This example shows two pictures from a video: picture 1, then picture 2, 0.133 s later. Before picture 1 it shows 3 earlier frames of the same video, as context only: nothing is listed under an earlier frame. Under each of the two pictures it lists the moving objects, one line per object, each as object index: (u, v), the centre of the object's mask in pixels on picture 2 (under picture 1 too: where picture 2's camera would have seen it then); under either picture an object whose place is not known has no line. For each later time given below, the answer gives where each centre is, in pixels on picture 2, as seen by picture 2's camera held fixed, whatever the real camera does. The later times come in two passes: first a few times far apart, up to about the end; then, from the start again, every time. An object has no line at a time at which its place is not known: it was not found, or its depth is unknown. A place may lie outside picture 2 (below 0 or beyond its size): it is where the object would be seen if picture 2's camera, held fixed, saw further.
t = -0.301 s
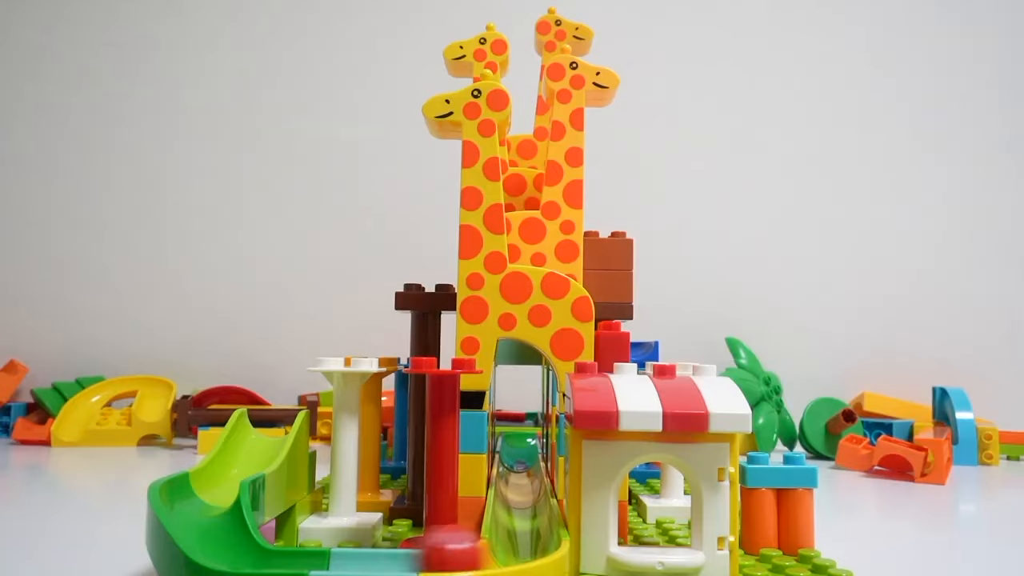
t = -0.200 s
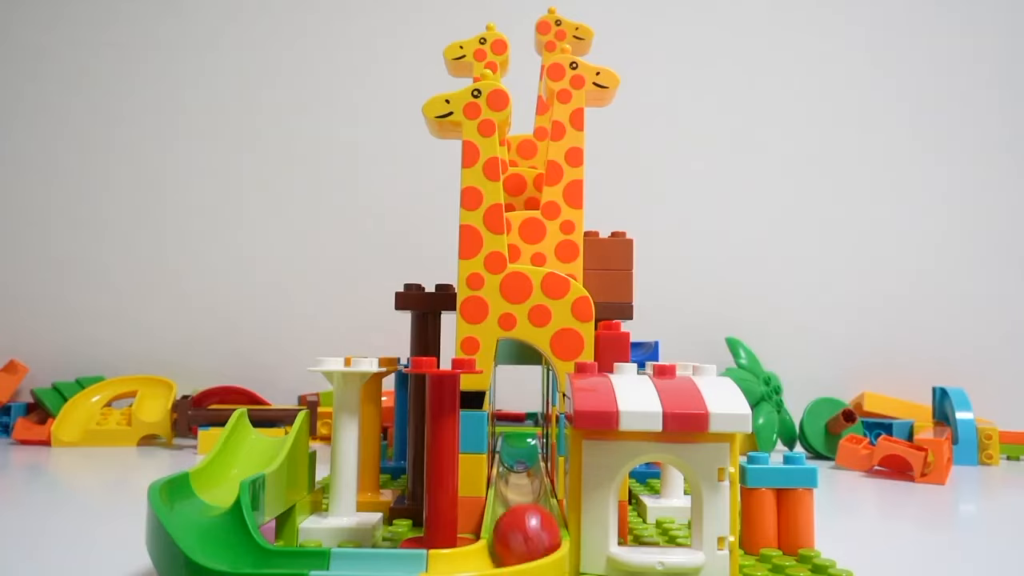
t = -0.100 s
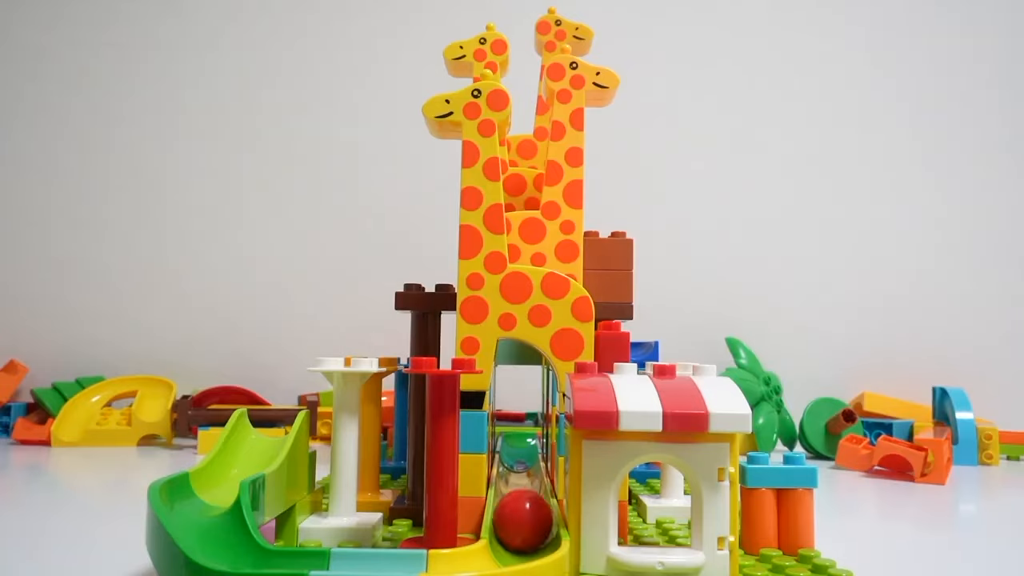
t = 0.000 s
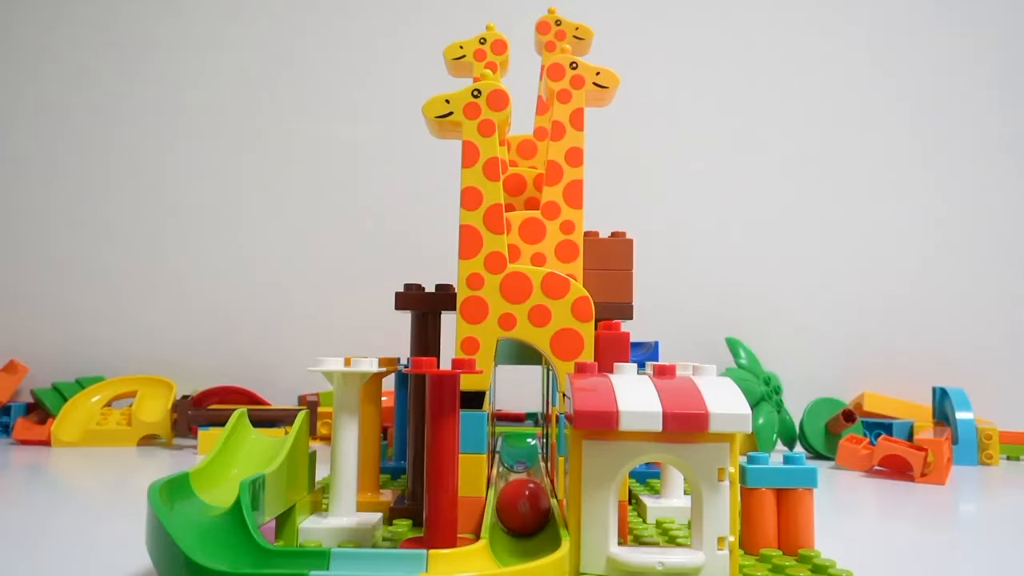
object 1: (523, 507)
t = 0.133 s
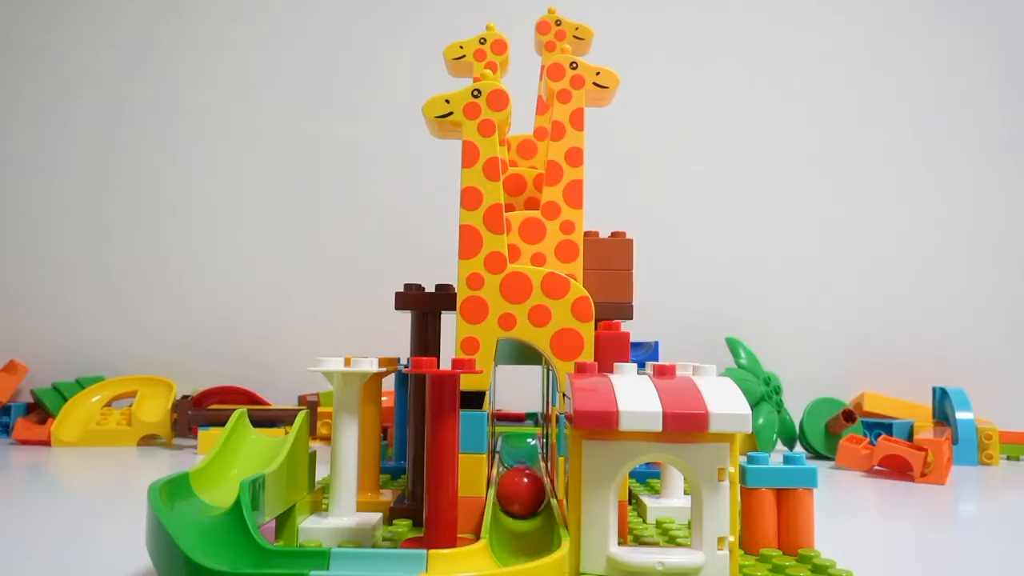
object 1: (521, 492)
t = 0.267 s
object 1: (520, 481)
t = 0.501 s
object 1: (519, 465)
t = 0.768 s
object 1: (519, 452)
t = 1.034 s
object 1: (519, 445)
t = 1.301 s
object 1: (519, 440)
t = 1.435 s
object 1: (519, 438)
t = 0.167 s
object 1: (521, 489)
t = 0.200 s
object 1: (521, 486)
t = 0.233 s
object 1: (521, 483)
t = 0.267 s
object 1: (520, 481)
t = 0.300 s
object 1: (520, 478)
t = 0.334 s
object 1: (519, 475)
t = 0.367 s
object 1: (519, 472)
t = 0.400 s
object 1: (519, 471)
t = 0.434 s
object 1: (519, 469)
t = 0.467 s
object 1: (520, 467)
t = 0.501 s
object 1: (519, 465)
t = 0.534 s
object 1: (518, 463)
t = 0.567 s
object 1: (518, 461)
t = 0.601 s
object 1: (518, 460)
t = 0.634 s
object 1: (518, 459)
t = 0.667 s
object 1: (518, 457)
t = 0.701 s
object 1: (518, 455)
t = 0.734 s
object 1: (519, 454)
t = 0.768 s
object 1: (519, 452)
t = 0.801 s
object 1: (519, 451)
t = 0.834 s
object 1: (519, 450)
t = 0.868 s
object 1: (519, 448)
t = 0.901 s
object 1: (518, 448)
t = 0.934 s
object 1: (519, 447)
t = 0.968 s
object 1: (519, 447)
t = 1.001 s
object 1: (519, 446)
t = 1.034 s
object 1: (519, 445)
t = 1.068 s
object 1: (519, 444)
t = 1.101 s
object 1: (518, 444)
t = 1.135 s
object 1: (518, 443)
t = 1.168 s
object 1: (518, 442)
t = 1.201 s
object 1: (519, 442)
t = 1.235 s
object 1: (519, 442)
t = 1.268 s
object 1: (519, 441)
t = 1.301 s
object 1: (519, 440)
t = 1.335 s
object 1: (519, 439)
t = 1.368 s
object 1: (519, 439)
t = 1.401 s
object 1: (519, 439)
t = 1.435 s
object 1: (519, 438)
